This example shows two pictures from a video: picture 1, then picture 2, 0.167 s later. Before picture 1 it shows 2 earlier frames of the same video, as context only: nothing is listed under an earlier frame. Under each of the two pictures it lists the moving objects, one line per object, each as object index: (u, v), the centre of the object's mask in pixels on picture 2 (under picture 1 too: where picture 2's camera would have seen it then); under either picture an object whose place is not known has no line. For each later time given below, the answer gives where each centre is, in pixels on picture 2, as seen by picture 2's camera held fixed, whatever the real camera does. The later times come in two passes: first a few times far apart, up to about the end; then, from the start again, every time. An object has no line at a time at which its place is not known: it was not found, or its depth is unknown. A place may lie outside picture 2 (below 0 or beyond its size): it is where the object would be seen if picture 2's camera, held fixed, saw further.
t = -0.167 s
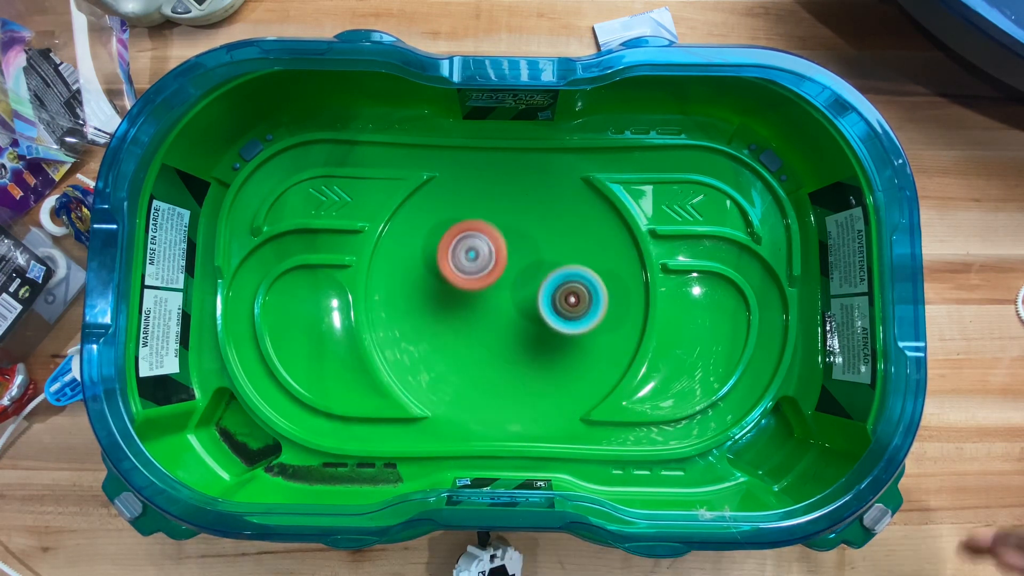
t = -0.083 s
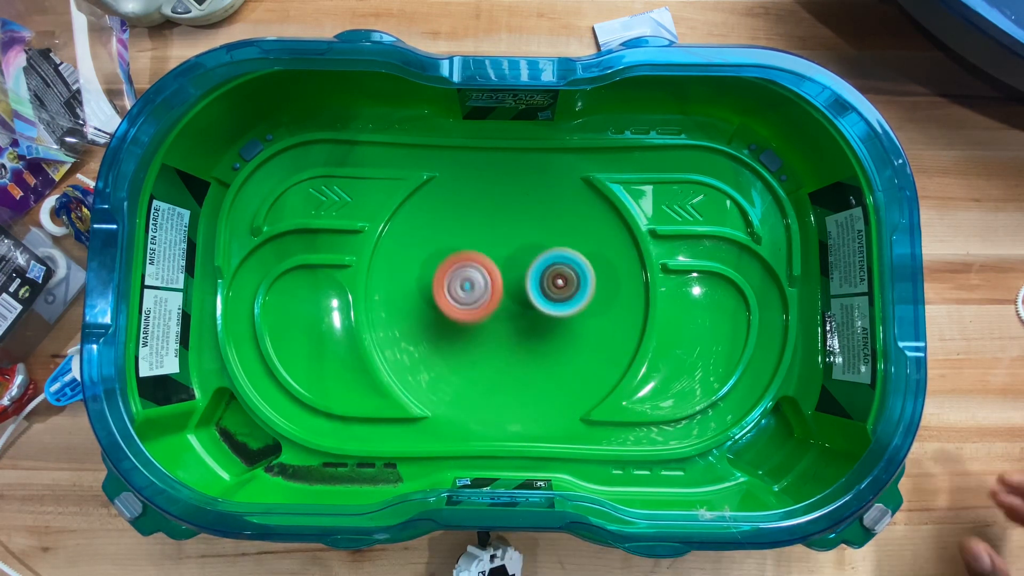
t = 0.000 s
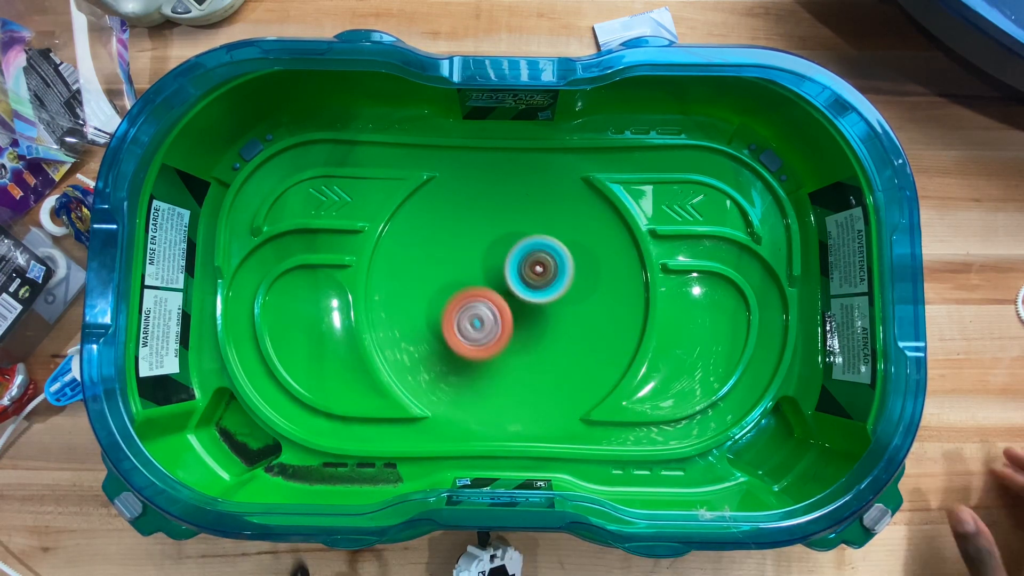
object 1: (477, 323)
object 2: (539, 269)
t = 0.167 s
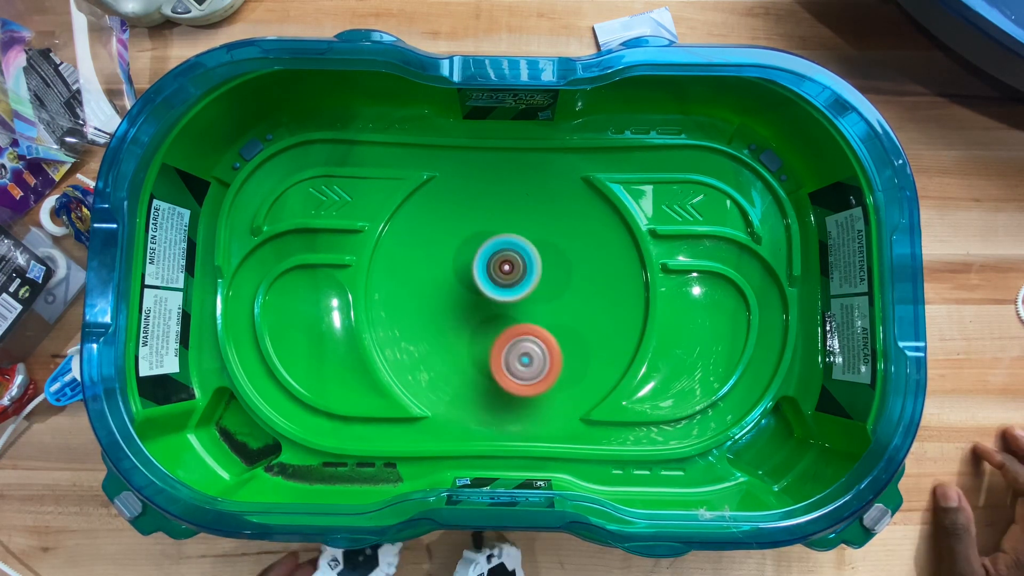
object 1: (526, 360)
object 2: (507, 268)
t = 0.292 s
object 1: (570, 351)
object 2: (495, 286)
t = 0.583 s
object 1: (576, 261)
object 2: (486, 306)
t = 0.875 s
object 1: (476, 245)
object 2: (496, 329)
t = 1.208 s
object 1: (448, 340)
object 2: (540, 326)
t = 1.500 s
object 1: (530, 354)
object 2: (540, 252)
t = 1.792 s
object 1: (535, 271)
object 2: (459, 258)
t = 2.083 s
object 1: (466, 256)
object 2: (477, 347)
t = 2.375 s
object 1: (493, 330)
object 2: (568, 301)
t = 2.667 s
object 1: (567, 302)
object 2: (518, 212)
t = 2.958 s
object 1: (528, 260)
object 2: (442, 262)
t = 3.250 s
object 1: (530, 291)
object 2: (454, 370)
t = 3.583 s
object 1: (537, 270)
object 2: (565, 338)
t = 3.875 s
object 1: (454, 280)
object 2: (564, 270)
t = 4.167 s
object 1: (512, 342)
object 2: (475, 272)
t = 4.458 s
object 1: (559, 264)
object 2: (458, 347)
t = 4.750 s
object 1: (475, 242)
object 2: (536, 338)
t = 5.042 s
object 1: (476, 334)
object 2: (534, 254)
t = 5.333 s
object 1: (569, 331)
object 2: (461, 240)
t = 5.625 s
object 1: (553, 245)
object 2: (466, 315)
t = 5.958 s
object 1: (453, 279)
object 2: (555, 325)
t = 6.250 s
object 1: (487, 363)
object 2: (573, 260)
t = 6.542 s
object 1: (568, 320)
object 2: (500, 256)
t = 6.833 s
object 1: (530, 237)
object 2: (471, 324)
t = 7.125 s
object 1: (447, 259)
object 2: (525, 356)
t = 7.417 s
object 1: (473, 343)
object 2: (549, 291)
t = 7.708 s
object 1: (564, 330)
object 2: (492, 247)
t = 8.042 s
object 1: (554, 239)
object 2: (452, 299)
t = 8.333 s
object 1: (471, 254)
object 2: (516, 327)
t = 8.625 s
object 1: (464, 339)
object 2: (565, 285)
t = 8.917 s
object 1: (545, 355)
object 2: (529, 247)
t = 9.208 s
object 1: (564, 274)
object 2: (484, 288)
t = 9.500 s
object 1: (491, 234)
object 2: (496, 343)
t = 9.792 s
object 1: (440, 294)
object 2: (544, 328)
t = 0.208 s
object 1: (541, 361)
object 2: (502, 272)
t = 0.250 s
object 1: (555, 358)
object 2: (499, 280)
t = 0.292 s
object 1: (570, 351)
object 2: (495, 286)
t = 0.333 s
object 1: (581, 342)
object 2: (492, 291)
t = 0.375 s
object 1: (590, 329)
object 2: (490, 295)
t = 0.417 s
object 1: (595, 316)
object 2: (488, 298)
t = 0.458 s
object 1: (596, 301)
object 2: (486, 300)
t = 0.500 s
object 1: (593, 287)
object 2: (486, 303)
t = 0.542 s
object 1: (586, 273)
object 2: (486, 305)
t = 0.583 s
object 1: (576, 261)
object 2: (486, 306)
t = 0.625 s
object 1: (563, 251)
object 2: (487, 308)
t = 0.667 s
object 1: (548, 244)
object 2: (487, 311)
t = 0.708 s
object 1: (531, 240)
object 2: (488, 314)
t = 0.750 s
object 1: (516, 240)
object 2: (489, 314)
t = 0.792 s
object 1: (502, 242)
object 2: (491, 315)
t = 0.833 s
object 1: (489, 241)
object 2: (493, 322)
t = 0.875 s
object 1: (476, 245)
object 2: (496, 329)
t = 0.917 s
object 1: (462, 251)
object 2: (501, 335)
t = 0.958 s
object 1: (450, 260)
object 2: (506, 339)
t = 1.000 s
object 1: (440, 271)
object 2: (512, 341)
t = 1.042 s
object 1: (434, 284)
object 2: (519, 340)
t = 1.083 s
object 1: (431, 298)
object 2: (526, 338)
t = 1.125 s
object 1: (432, 314)
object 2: (532, 335)
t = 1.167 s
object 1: (438, 328)
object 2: (537, 331)
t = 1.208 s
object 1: (448, 340)
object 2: (540, 326)
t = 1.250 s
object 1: (461, 350)
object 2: (542, 320)
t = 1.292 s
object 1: (477, 355)
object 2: (543, 313)
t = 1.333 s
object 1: (490, 358)
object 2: (546, 304)
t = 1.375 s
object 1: (499, 361)
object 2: (552, 291)
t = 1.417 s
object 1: (509, 361)
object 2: (552, 278)
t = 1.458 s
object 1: (520, 359)
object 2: (548, 264)
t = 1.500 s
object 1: (530, 354)
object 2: (540, 252)
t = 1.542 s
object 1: (539, 346)
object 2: (530, 242)
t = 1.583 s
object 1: (547, 334)
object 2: (518, 234)
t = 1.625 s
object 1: (551, 321)
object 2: (504, 231)
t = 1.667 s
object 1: (551, 308)
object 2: (491, 232)
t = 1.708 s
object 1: (549, 294)
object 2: (478, 237)
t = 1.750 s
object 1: (543, 282)
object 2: (467, 246)
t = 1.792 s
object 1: (535, 271)
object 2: (459, 258)
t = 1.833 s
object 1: (528, 262)
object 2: (451, 270)
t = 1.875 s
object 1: (521, 255)
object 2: (444, 283)
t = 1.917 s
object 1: (511, 249)
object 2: (441, 298)
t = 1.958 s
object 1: (500, 245)
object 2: (444, 313)
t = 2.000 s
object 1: (488, 245)
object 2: (452, 327)
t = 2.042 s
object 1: (476, 249)
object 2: (463, 338)
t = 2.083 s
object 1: (466, 256)
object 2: (477, 347)
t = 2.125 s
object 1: (458, 266)
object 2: (493, 351)
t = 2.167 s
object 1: (454, 278)
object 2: (510, 351)
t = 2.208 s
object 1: (454, 292)
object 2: (527, 346)
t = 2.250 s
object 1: (459, 305)
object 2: (541, 339)
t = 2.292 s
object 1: (468, 316)
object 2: (553, 328)
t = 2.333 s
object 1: (479, 325)
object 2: (562, 315)
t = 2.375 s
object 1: (493, 330)
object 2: (568, 301)
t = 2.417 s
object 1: (507, 331)
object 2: (570, 286)
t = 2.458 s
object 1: (522, 330)
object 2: (568, 271)
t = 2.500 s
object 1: (536, 326)
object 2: (562, 256)
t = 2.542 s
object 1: (547, 321)
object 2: (554, 241)
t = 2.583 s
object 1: (556, 317)
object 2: (544, 226)
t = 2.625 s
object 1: (563, 311)
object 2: (532, 217)
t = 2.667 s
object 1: (567, 302)
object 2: (518, 212)
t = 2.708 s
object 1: (569, 293)
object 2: (503, 209)
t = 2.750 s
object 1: (567, 284)
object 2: (488, 210)
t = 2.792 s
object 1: (563, 275)
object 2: (474, 215)
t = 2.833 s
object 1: (556, 268)
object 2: (462, 222)
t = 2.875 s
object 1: (548, 263)
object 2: (452, 233)
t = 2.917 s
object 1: (538, 260)
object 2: (445, 247)
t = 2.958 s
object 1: (528, 260)
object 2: (442, 262)
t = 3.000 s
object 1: (517, 262)
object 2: (442, 278)
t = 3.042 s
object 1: (514, 266)
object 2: (437, 296)
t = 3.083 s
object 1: (514, 271)
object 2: (431, 314)
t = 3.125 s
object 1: (516, 276)
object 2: (432, 330)
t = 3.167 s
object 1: (519, 282)
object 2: (436, 345)
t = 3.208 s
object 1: (524, 287)
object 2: (444, 358)
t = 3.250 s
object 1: (530, 291)
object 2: (454, 370)
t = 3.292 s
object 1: (537, 294)
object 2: (467, 378)
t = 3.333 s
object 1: (544, 295)
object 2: (482, 382)
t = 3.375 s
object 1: (550, 292)
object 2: (499, 383)
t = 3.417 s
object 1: (554, 286)
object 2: (516, 380)
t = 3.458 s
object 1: (554, 280)
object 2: (532, 374)
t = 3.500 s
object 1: (551, 275)
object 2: (547, 364)
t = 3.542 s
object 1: (545, 271)
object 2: (557, 351)
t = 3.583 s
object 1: (537, 270)
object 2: (565, 338)
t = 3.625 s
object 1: (525, 260)
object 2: (573, 335)
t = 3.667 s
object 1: (512, 254)
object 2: (579, 328)
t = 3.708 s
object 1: (499, 252)
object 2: (583, 317)
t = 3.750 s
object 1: (485, 254)
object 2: (584, 304)
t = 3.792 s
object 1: (472, 259)
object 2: (581, 292)
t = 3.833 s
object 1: (462, 268)
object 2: (574, 280)
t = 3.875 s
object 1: (454, 280)
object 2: (564, 270)
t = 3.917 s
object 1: (451, 294)
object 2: (551, 263)
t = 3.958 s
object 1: (452, 309)
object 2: (538, 258)
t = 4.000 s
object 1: (459, 322)
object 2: (524, 257)
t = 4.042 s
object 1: (469, 332)
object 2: (510, 258)
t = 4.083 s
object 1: (482, 339)
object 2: (498, 261)
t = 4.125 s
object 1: (497, 342)
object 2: (486, 266)
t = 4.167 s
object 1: (512, 342)
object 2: (475, 272)
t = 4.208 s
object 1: (527, 337)
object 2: (465, 281)
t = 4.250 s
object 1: (540, 329)
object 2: (457, 291)
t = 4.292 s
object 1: (550, 319)
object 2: (451, 302)
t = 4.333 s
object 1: (558, 306)
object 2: (448, 313)
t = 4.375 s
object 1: (562, 292)
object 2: (449, 325)
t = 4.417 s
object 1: (562, 278)
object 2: (452, 337)
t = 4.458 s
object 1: (559, 264)
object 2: (458, 347)
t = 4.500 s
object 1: (552, 251)
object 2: (467, 355)
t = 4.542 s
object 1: (541, 241)
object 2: (478, 360)
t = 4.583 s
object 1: (529, 234)
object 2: (491, 362)
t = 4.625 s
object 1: (515, 230)
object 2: (505, 360)
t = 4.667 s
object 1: (500, 230)
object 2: (517, 355)
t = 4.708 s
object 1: (487, 234)
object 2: (527, 347)
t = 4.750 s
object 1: (475, 242)
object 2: (536, 338)
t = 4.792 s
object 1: (465, 253)
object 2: (543, 326)
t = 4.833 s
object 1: (457, 266)
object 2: (547, 314)
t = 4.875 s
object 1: (454, 281)
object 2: (549, 301)
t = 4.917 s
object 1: (454, 296)
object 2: (548, 288)
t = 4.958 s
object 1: (458, 311)
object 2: (545, 275)
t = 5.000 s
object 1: (466, 324)
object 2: (541, 264)
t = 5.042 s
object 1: (476, 334)
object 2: (534, 254)
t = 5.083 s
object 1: (488, 343)
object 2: (526, 245)
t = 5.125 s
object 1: (502, 349)
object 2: (517, 237)
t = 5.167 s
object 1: (516, 351)
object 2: (506, 232)
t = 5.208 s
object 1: (531, 351)
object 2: (495, 230)
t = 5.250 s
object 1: (545, 347)
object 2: (483, 230)
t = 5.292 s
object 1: (558, 340)
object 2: (471, 234)
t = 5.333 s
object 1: (569, 331)
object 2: (461, 240)
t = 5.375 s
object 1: (577, 319)
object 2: (454, 249)
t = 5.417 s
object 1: (582, 306)
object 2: (448, 259)
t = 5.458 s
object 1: (584, 291)
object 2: (446, 271)
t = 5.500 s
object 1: (581, 277)
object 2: (447, 283)
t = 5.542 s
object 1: (574, 265)
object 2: (451, 295)
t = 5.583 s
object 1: (565, 254)
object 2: (457, 306)
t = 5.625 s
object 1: (553, 245)
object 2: (466, 315)
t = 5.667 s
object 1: (540, 239)
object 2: (477, 322)
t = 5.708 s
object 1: (525, 236)
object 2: (488, 327)
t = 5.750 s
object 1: (510, 236)
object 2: (499, 330)
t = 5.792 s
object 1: (495, 240)
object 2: (510, 332)
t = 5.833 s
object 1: (482, 247)
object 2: (521, 333)
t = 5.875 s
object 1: (471, 256)
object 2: (533, 332)
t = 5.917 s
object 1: (461, 266)
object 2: (544, 329)
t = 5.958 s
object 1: (453, 279)
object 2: (555, 325)
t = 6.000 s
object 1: (448, 293)
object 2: (564, 318)
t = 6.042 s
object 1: (447, 307)
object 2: (572, 310)
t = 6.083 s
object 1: (449, 322)
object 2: (578, 300)
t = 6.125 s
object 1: (454, 335)
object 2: (581, 290)
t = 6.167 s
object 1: (463, 347)
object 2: (580, 280)
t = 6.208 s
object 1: (473, 356)
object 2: (578, 270)
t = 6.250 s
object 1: (487, 363)
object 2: (573, 260)
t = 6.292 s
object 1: (501, 366)
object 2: (565, 253)
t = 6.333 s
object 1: (516, 365)
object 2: (555, 247)
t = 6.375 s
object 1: (530, 362)
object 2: (544, 244)
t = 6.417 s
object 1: (543, 355)
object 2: (533, 244)
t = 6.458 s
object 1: (554, 345)
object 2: (521, 245)
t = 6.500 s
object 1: (563, 333)
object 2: (510, 249)
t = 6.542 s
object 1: (568, 320)
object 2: (500, 256)
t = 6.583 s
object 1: (571, 306)
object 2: (491, 263)
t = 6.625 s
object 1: (570, 292)
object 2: (484, 272)
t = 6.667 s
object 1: (567, 277)
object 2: (478, 282)
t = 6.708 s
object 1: (560, 265)
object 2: (473, 292)
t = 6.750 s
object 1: (552, 254)
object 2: (471, 303)
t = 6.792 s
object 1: (542, 244)
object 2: (470, 314)
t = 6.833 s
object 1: (530, 237)
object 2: (471, 324)
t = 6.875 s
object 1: (518, 232)
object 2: (474, 334)
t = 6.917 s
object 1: (505, 230)
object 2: (479, 343)
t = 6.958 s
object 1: (491, 230)
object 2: (486, 350)
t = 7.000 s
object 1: (478, 234)
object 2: (495, 355)
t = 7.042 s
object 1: (466, 240)
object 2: (504, 358)
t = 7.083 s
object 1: (456, 248)
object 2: (514, 358)
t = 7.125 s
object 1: (447, 259)
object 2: (525, 356)
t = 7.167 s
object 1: (441, 272)
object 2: (534, 350)
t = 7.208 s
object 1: (439, 286)
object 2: (541, 343)
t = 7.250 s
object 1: (440, 299)
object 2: (547, 334)
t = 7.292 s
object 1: (444, 313)
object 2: (551, 324)
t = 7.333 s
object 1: (452, 325)
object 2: (552, 313)
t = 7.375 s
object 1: (462, 335)
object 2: (552, 301)
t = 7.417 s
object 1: (473, 343)
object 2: (549, 291)
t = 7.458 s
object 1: (486, 348)
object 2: (544, 281)
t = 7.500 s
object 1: (500, 351)
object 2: (538, 271)
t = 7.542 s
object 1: (514, 352)
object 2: (530, 263)
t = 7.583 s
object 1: (528, 350)
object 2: (521, 257)
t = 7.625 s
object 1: (542, 345)
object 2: (512, 252)
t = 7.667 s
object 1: (553, 338)
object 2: (502, 248)
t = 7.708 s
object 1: (564, 330)
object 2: (492, 247)
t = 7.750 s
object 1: (572, 319)
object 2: (482, 248)
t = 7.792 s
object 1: (578, 307)
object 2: (473, 250)
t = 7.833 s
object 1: (581, 294)
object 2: (464, 255)
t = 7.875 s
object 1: (581, 280)
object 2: (457, 261)
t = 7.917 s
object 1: (578, 268)
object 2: (452, 270)
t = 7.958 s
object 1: (573, 257)
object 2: (449, 279)
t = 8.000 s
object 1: (564, 247)
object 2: (449, 289)
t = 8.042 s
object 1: (554, 239)
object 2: (452, 299)
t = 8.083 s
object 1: (542, 234)
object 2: (458, 308)
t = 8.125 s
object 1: (530, 231)
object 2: (465, 316)
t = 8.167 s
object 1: (517, 231)
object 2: (474, 322)
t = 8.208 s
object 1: (504, 233)
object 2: (485, 326)
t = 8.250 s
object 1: (492, 238)
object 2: (495, 327)
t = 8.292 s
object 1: (481, 245)
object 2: (505, 328)
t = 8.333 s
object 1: (471, 254)
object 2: (516, 327)
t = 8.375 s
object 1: (463, 265)
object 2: (525, 324)
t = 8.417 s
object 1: (457, 277)
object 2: (535, 321)
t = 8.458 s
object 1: (453, 289)
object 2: (544, 316)
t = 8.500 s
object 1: (452, 302)
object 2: (551, 310)
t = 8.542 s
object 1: (454, 315)
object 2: (558, 303)
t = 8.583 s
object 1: (457, 328)
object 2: (563, 294)
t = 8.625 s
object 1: (464, 339)
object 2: (565, 285)
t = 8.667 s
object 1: (472, 348)
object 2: (566, 277)
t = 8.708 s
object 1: (482, 356)
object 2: (564, 268)
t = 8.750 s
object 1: (494, 361)
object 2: (559, 261)
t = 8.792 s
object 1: (506, 364)
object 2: (554, 255)
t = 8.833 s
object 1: (520, 364)
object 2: (546, 250)
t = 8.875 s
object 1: (533, 361)
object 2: (538, 248)
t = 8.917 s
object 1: (545, 355)
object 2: (529, 247)
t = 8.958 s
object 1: (555, 346)
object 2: (519, 249)
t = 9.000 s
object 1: (562, 336)
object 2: (511, 252)
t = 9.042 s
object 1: (568, 325)
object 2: (503, 257)
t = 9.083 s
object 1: (571, 312)
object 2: (496, 264)
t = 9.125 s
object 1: (571, 299)
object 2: (492, 271)
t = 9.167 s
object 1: (569, 286)
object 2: (487, 279)
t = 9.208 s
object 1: (564, 274)
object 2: (484, 288)
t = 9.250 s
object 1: (557, 263)
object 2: (482, 297)
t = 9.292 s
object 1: (549, 254)
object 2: (480, 305)
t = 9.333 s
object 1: (538, 245)
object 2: (481, 313)
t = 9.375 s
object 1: (527, 240)
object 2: (482, 322)
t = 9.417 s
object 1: (515, 235)
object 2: (486, 330)
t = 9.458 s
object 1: (503, 234)
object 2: (490, 336)
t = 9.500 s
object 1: (491, 234)
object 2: (496, 343)
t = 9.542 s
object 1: (479, 237)
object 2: (504, 346)
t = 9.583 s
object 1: (468, 243)
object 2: (512, 348)
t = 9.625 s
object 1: (458, 250)
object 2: (520, 348)
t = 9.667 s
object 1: (450, 260)
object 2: (527, 345)
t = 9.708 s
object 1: (444, 270)
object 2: (535, 341)
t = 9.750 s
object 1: (441, 283)
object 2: (540, 335)
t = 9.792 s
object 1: (440, 294)
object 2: (544, 328)
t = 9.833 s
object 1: (443, 307)
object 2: (546, 319)
